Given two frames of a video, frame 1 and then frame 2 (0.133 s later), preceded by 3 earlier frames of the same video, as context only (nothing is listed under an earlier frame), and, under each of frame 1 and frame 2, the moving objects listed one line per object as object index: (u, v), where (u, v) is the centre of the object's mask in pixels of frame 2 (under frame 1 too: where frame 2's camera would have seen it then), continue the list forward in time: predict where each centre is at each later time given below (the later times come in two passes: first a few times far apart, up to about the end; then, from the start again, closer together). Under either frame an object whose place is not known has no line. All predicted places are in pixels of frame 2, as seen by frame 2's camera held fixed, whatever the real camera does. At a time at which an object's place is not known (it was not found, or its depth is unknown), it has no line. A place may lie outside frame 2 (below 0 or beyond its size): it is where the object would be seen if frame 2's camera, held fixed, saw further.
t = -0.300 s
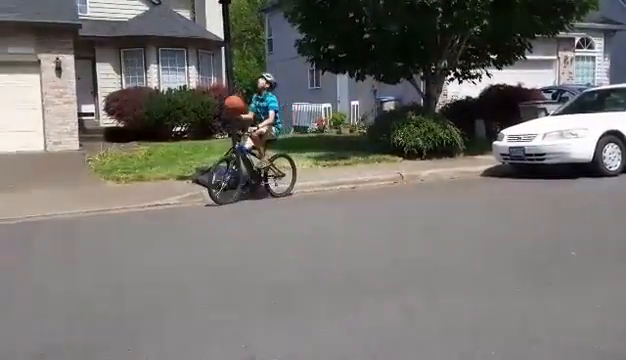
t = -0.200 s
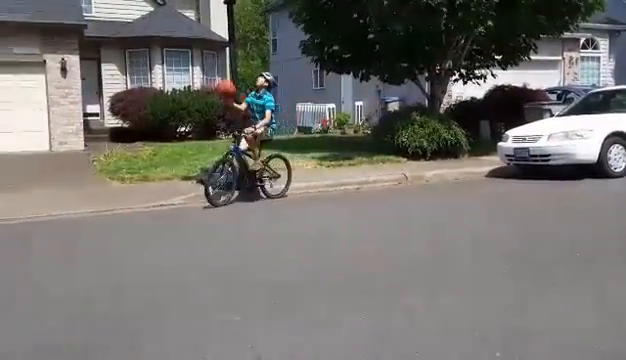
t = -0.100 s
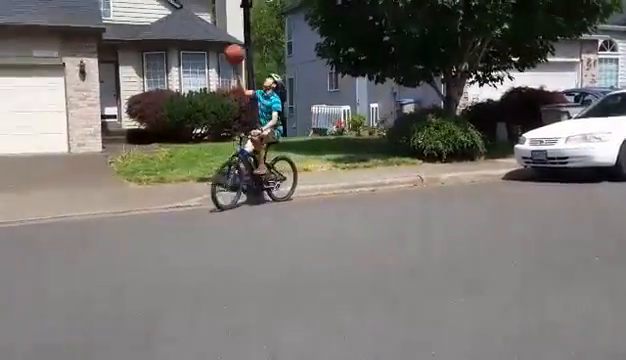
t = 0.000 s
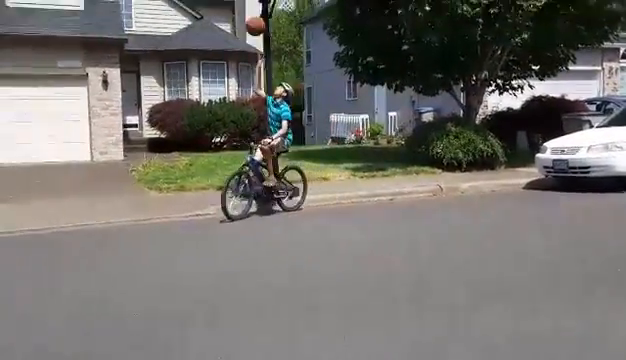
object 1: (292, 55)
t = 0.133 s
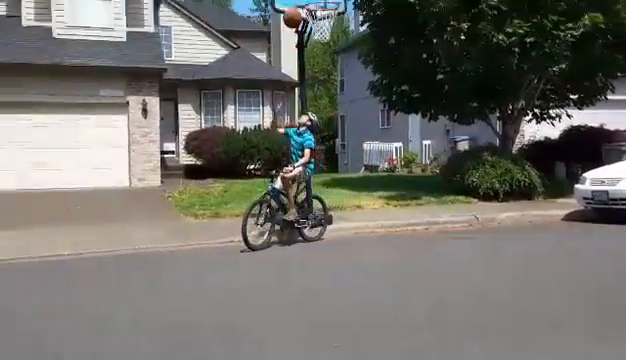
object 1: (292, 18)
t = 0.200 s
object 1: (293, 4)
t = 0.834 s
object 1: (276, 32)
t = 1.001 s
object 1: (264, 76)
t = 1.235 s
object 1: (245, 188)
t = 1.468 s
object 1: (222, 177)
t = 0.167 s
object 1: (293, 10)
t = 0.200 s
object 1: (293, 4)
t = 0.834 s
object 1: (276, 32)
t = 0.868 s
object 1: (275, 39)
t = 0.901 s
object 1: (271, 48)
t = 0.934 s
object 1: (268, 56)
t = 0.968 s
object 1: (267, 68)
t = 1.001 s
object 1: (264, 76)
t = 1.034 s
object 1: (261, 90)
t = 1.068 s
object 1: (258, 105)
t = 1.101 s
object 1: (255, 120)
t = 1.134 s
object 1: (252, 132)
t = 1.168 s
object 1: (250, 150)
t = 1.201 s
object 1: (247, 167)
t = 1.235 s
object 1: (245, 188)
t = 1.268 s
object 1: (241, 205)
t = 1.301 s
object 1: (238, 224)
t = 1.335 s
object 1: (236, 229)
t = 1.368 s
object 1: (231, 219)
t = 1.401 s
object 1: (229, 204)
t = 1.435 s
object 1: (225, 191)
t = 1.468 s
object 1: (222, 177)
